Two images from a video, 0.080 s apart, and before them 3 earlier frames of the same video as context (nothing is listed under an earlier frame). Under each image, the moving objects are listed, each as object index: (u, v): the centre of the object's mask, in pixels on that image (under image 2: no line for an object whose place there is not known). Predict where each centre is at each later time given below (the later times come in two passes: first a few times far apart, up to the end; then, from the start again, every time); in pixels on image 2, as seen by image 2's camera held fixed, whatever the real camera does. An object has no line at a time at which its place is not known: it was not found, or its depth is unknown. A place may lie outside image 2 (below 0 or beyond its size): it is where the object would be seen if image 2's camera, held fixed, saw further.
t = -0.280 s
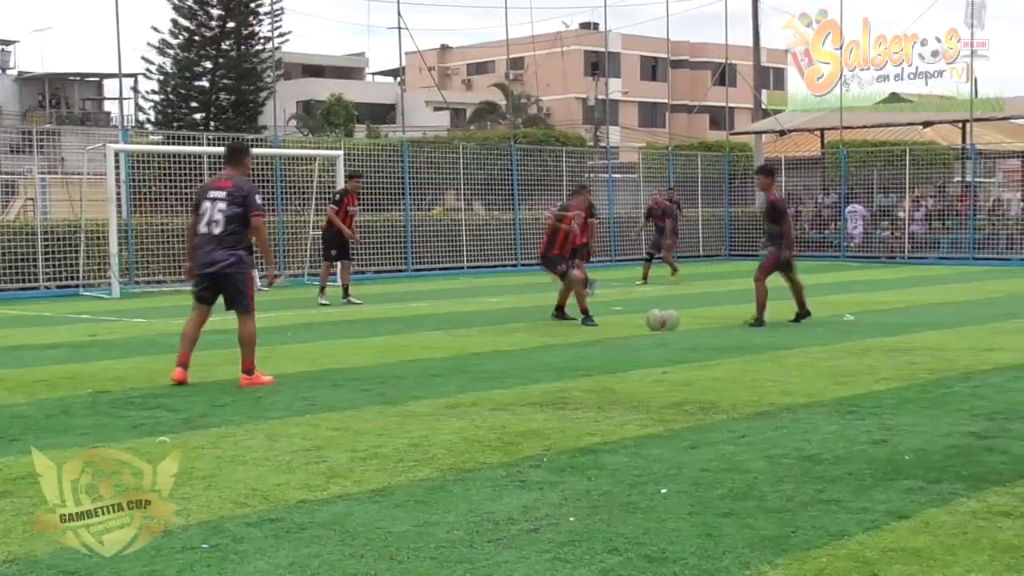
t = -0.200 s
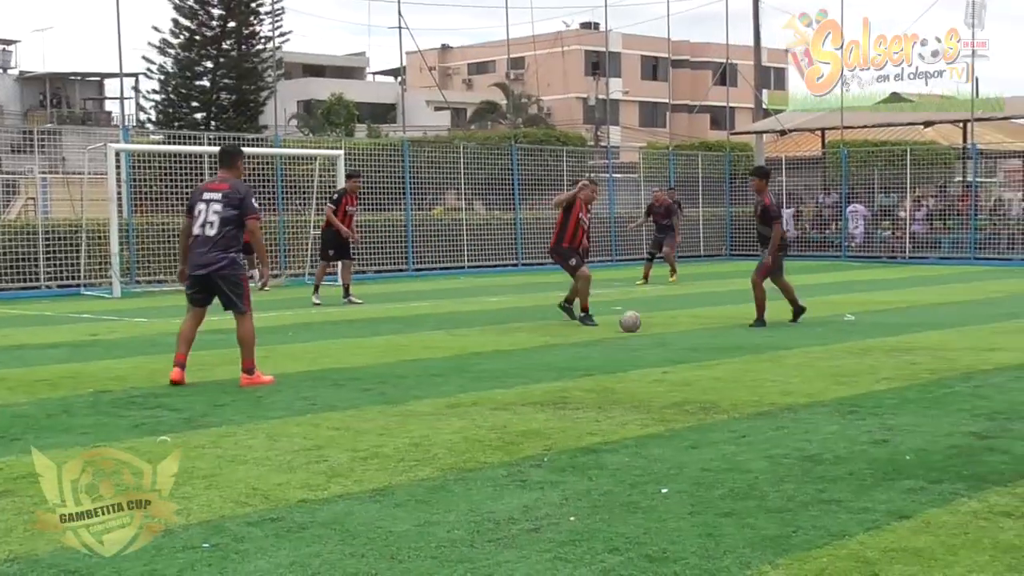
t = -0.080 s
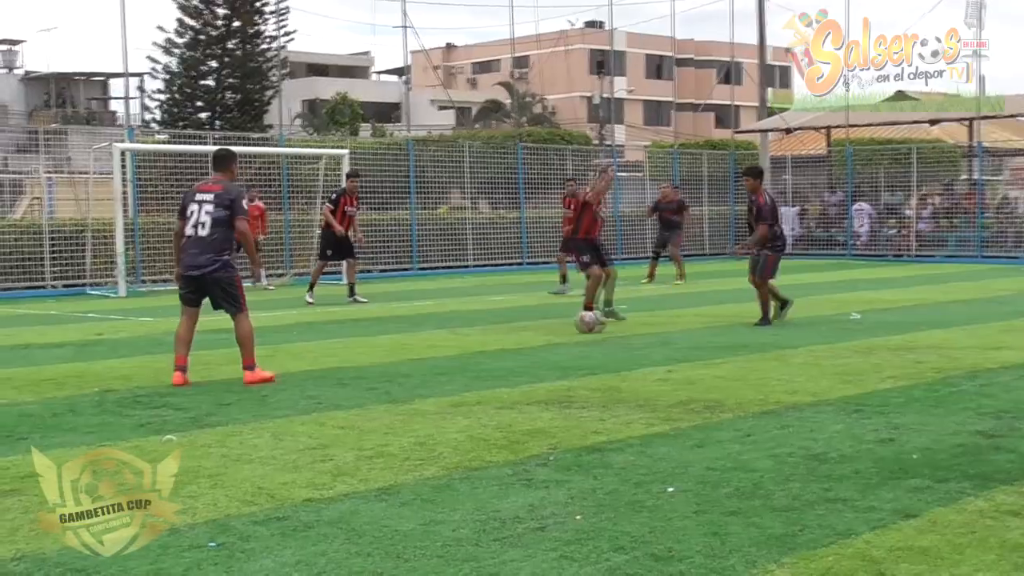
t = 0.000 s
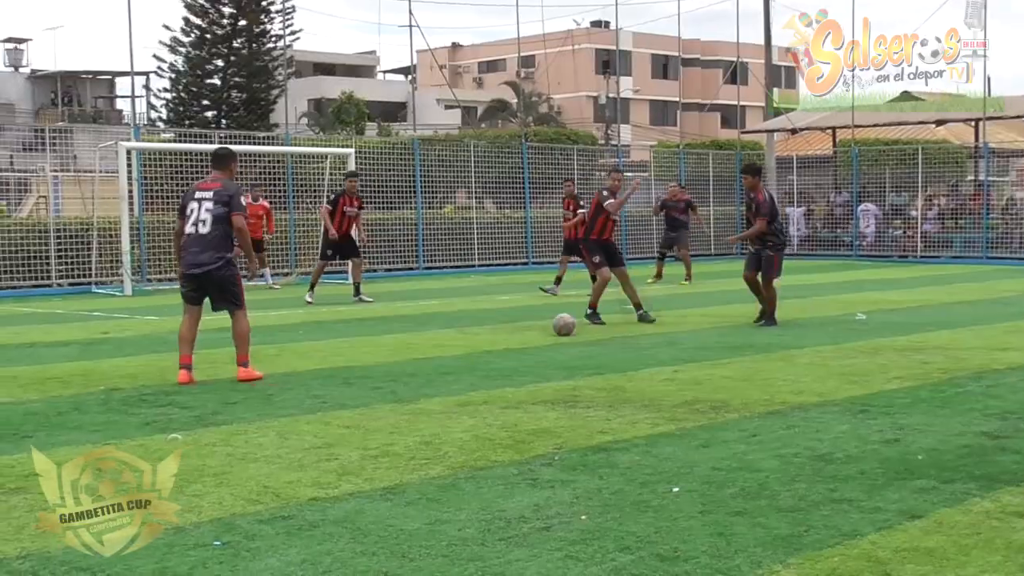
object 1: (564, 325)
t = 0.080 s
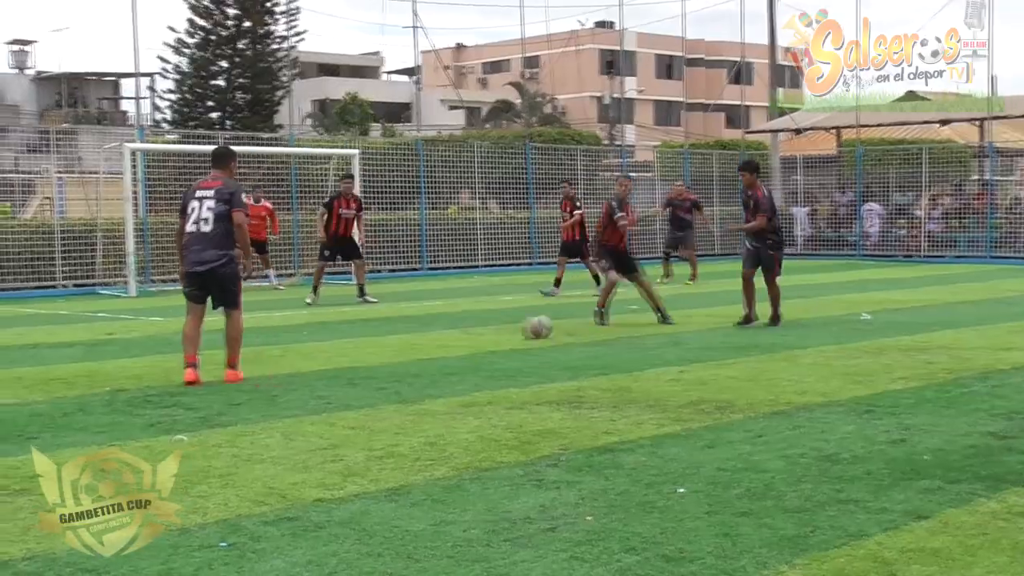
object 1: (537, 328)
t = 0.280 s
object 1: (459, 332)
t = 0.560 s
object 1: (337, 339)
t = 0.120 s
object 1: (521, 329)
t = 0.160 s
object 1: (503, 330)
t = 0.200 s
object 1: (489, 330)
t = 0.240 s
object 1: (475, 331)
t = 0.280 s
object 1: (459, 332)
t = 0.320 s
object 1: (439, 333)
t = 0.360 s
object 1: (422, 335)
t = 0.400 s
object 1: (407, 335)
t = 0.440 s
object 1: (392, 335)
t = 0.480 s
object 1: (374, 337)
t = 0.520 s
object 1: (354, 338)
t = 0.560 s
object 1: (337, 339)
